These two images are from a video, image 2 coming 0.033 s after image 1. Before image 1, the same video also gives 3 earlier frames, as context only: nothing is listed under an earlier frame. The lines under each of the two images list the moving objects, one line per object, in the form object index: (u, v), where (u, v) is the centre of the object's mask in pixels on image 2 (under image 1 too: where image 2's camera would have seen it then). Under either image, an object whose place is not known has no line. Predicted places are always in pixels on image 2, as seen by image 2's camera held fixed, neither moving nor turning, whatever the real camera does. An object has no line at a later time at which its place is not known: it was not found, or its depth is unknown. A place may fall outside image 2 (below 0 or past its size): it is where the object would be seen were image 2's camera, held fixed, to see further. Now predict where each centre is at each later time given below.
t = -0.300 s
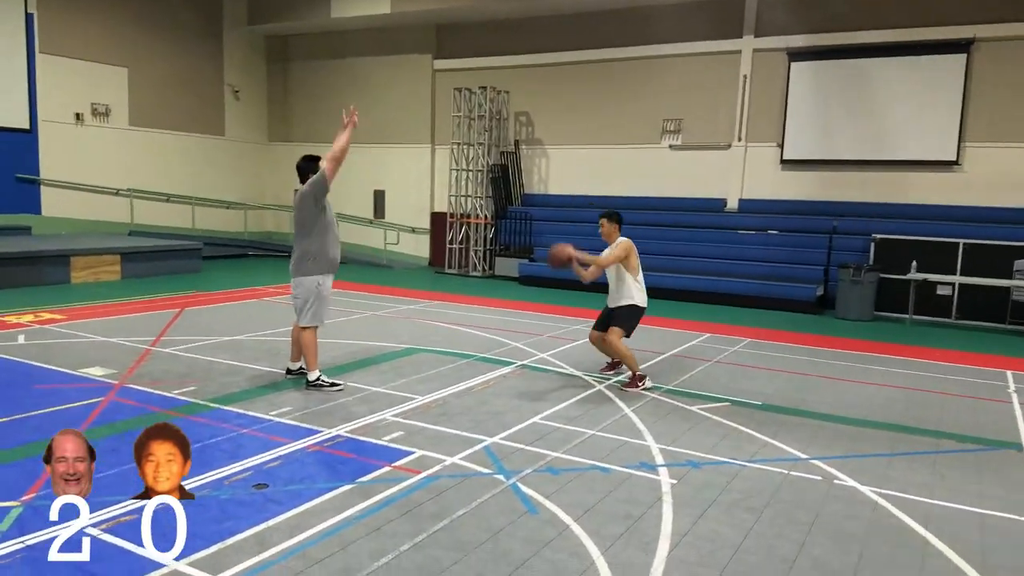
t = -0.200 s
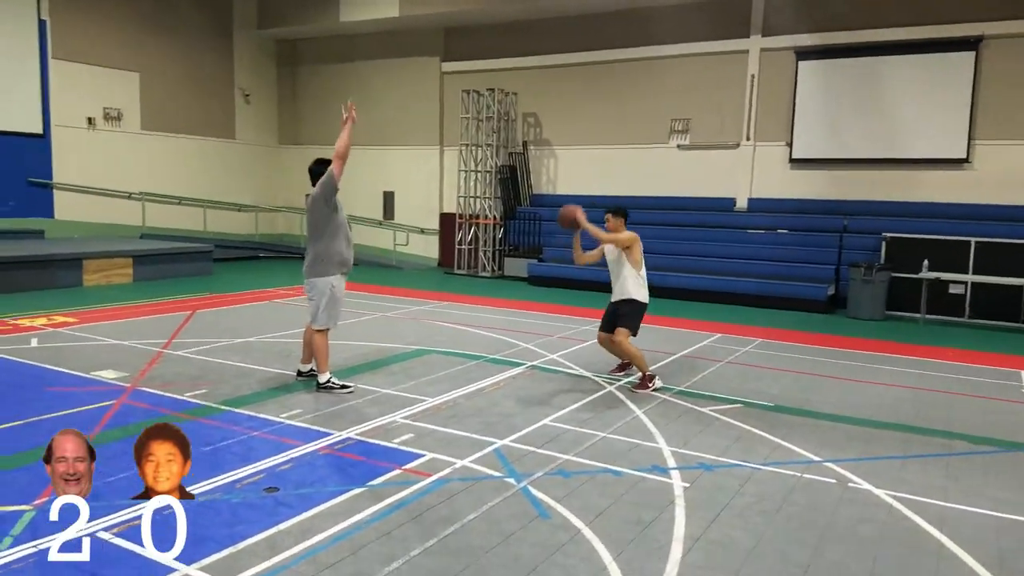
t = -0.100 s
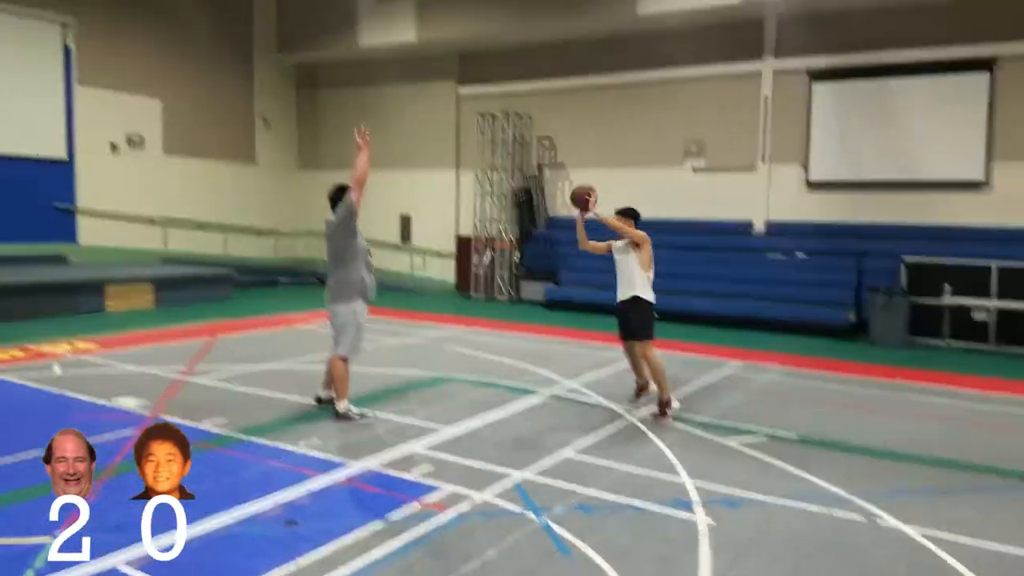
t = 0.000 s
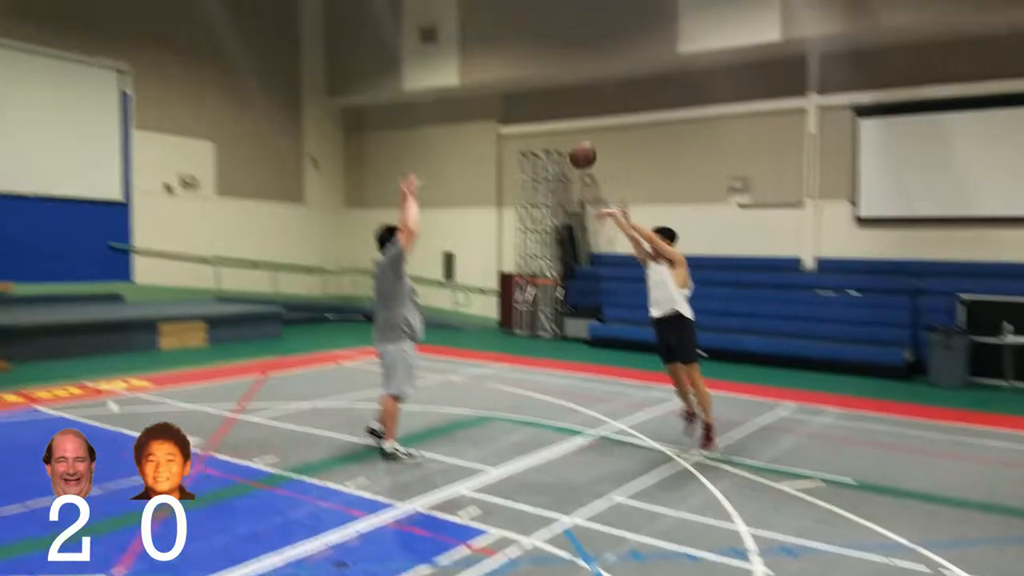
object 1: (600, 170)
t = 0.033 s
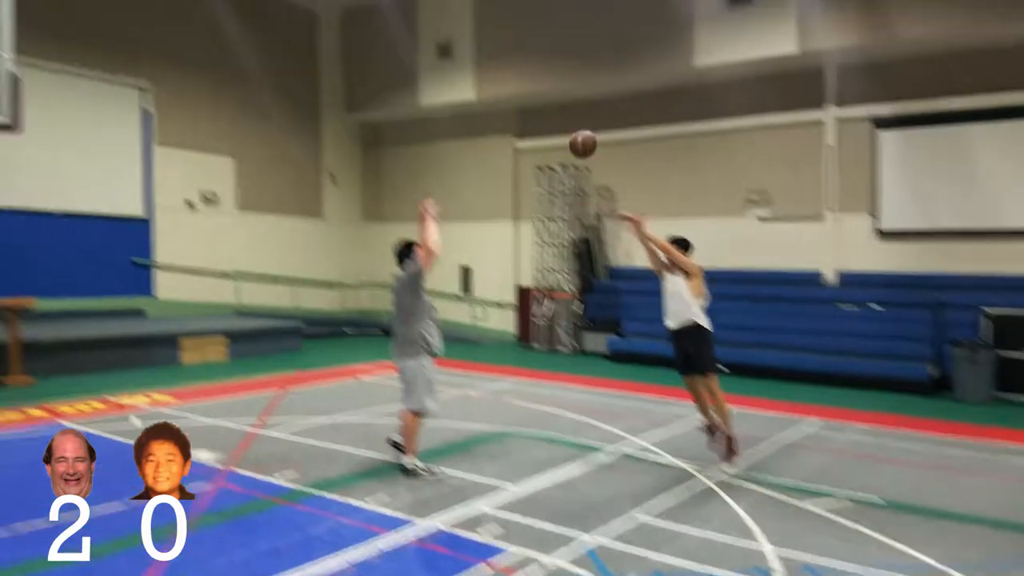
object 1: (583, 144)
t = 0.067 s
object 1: (564, 118)
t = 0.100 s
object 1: (549, 95)
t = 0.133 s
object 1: (530, 74)
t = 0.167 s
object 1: (513, 54)
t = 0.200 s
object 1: (495, 34)
